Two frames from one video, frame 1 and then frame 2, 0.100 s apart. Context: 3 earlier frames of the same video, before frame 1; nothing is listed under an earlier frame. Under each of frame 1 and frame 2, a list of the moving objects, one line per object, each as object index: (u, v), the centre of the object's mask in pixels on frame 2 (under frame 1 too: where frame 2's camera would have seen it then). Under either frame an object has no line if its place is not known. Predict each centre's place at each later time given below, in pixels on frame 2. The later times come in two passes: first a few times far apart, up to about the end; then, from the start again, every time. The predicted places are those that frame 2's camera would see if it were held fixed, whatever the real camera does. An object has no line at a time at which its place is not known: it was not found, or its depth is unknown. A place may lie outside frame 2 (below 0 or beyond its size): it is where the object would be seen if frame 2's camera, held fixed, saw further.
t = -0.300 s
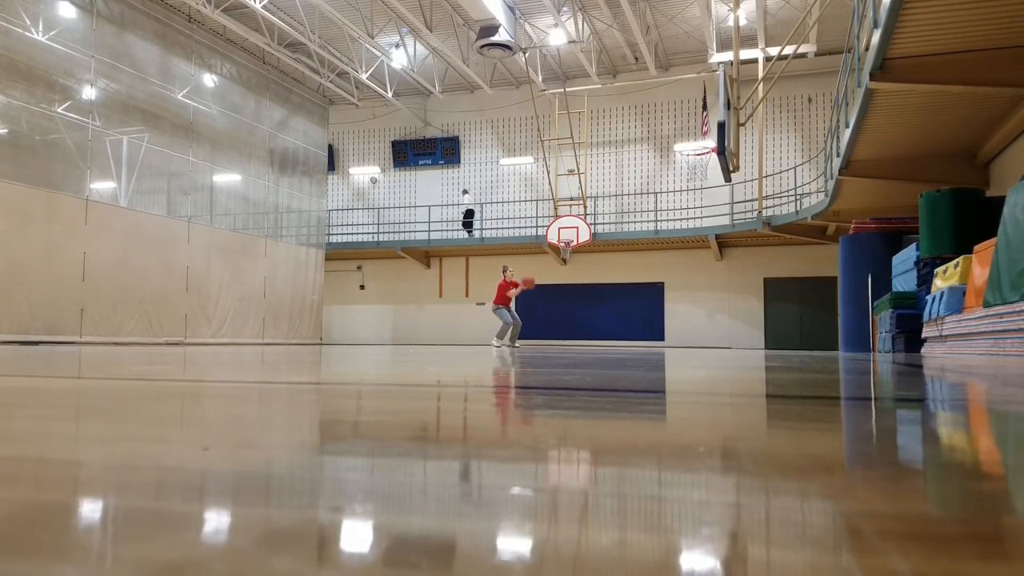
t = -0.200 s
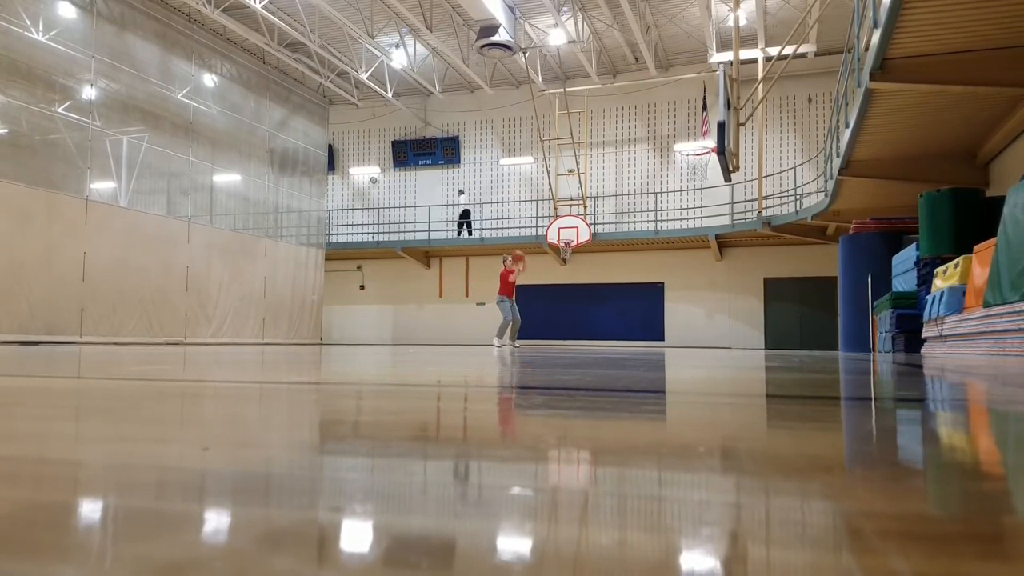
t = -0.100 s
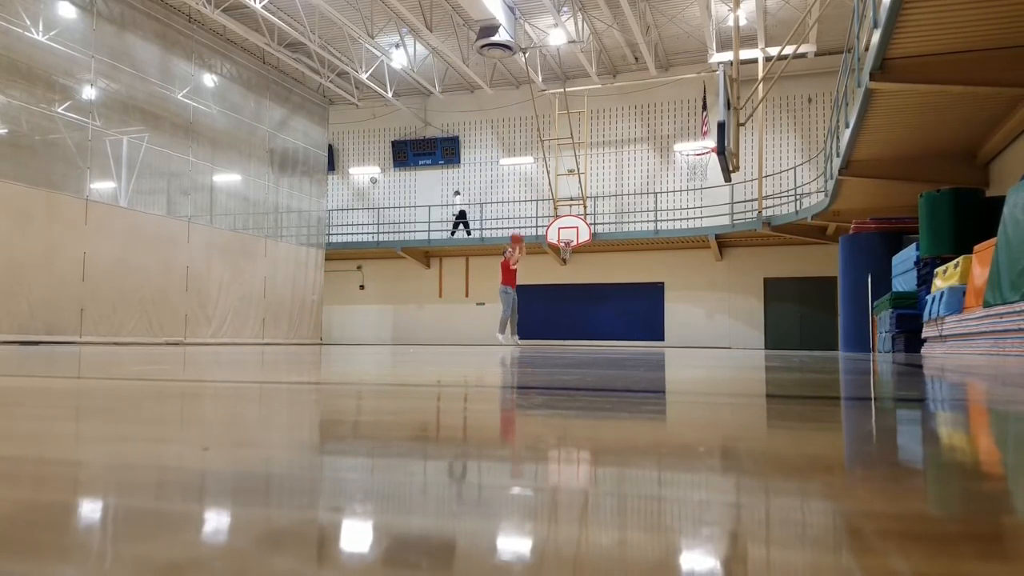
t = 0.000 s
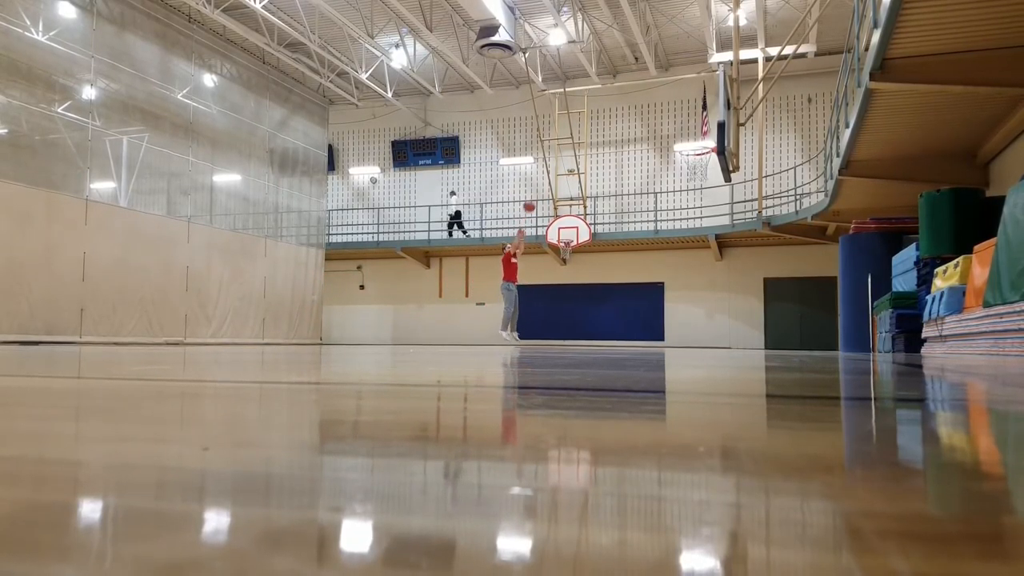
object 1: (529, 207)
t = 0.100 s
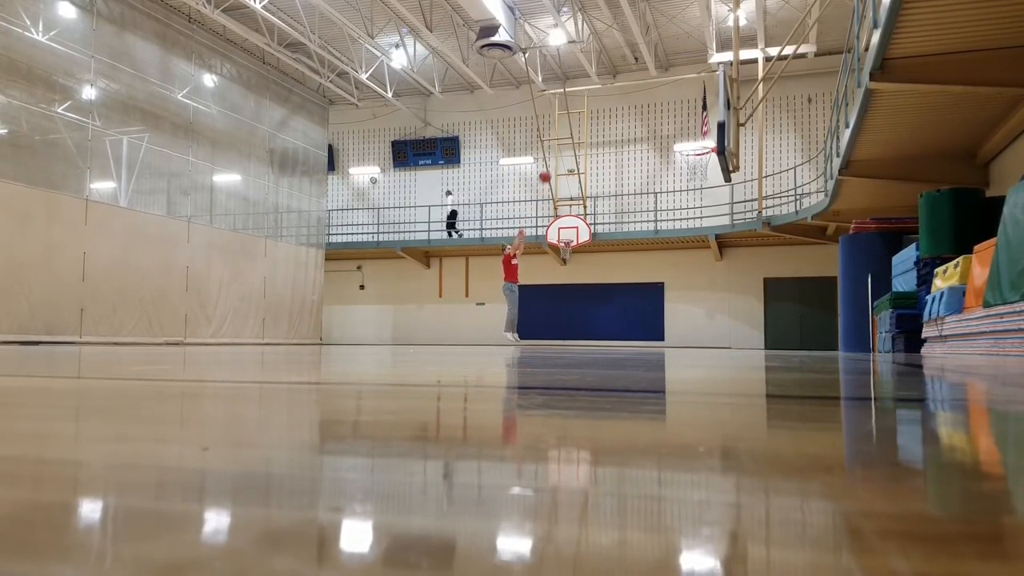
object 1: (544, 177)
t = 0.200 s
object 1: (561, 152)
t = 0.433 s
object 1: (600, 112)
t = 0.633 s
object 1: (637, 101)
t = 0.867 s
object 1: (682, 118)
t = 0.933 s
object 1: (694, 129)
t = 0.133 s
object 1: (550, 168)
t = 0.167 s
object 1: (555, 160)
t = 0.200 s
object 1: (561, 152)
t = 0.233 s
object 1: (566, 145)
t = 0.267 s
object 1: (572, 138)
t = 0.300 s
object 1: (577, 132)
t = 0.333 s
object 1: (583, 126)
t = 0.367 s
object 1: (589, 121)
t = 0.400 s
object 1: (595, 116)
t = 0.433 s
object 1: (600, 112)
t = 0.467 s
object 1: (606, 109)
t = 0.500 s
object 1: (612, 106)
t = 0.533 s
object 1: (618, 104)
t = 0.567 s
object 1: (624, 103)
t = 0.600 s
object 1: (630, 102)
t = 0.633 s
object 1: (637, 101)
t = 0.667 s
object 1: (643, 102)
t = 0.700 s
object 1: (649, 103)
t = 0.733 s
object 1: (655, 104)
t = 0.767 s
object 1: (662, 107)
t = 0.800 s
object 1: (668, 110)
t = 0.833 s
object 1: (675, 114)
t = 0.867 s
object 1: (682, 118)
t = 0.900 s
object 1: (688, 124)
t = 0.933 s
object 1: (694, 129)
